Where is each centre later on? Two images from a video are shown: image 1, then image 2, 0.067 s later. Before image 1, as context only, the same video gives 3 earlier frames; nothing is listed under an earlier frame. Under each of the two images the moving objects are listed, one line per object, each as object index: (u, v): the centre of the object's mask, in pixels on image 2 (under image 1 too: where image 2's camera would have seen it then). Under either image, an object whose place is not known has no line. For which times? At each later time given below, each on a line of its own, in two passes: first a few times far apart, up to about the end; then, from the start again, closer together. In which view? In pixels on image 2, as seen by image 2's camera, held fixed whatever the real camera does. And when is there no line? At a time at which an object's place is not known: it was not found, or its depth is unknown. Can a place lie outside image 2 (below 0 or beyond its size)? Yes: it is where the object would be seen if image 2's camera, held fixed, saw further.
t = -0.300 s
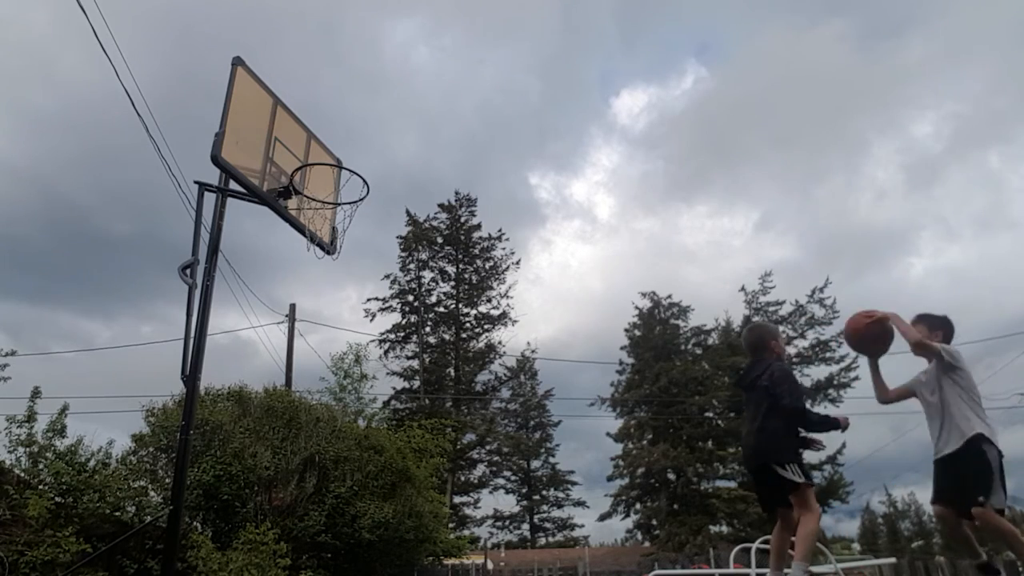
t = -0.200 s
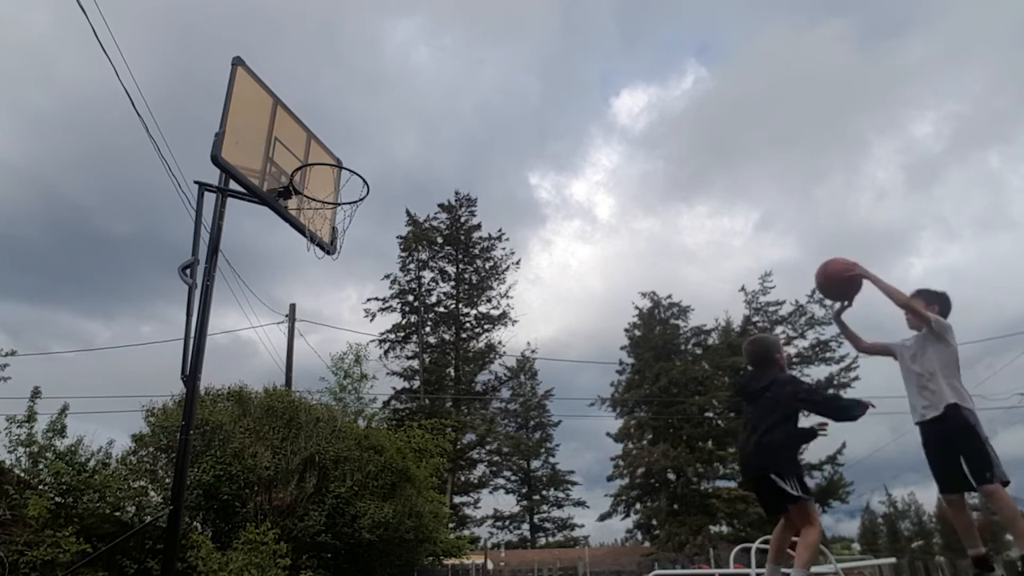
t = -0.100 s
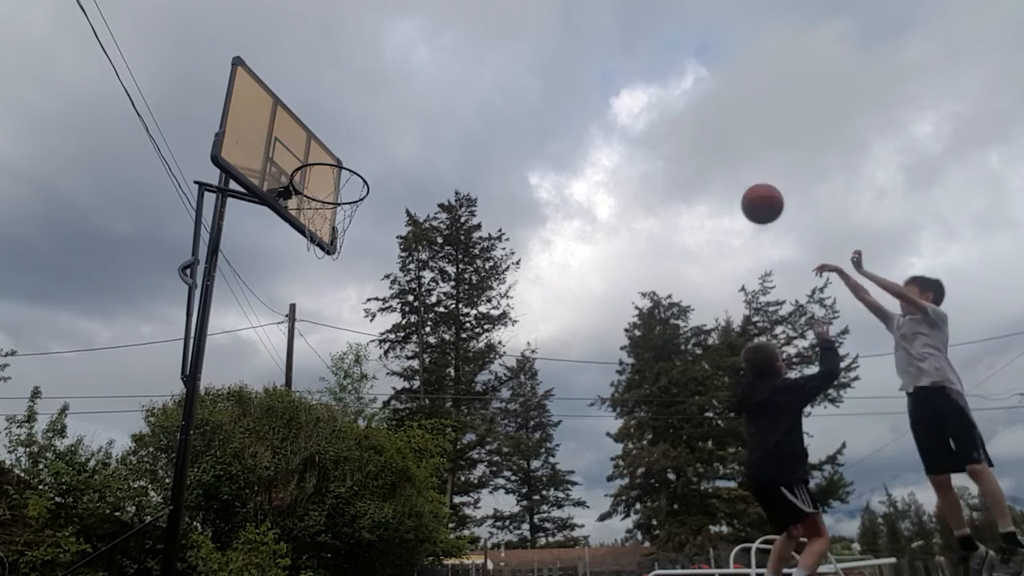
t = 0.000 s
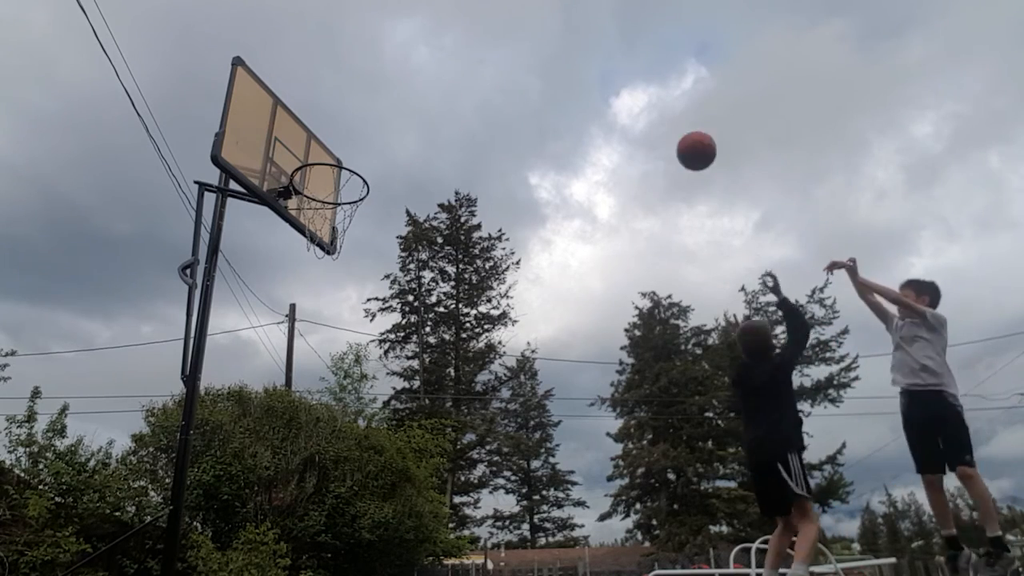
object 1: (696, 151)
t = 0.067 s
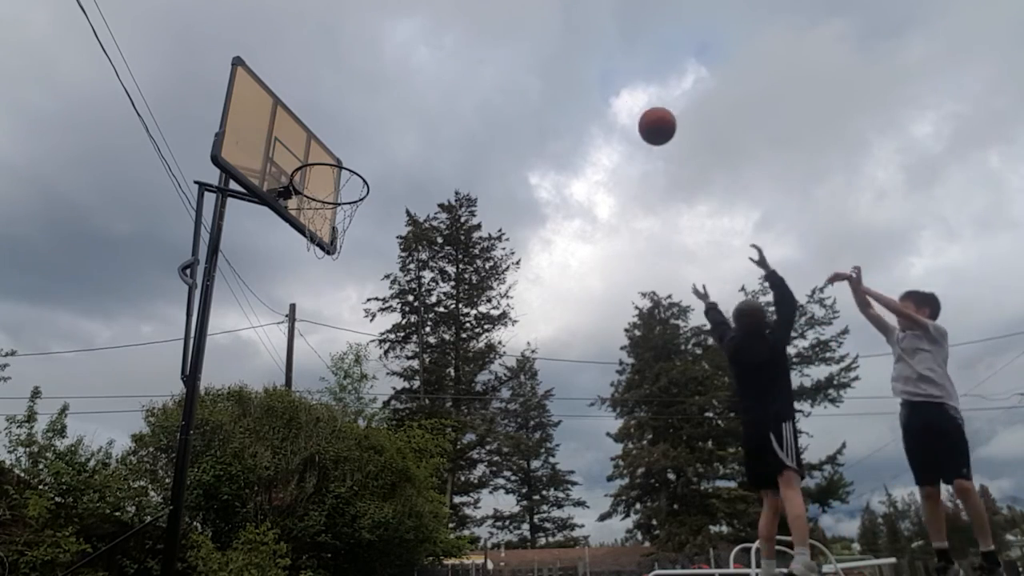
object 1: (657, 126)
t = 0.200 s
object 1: (587, 97)
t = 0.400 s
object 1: (493, 98)
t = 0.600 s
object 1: (407, 147)
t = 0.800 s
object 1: (345, 223)
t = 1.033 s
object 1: (375, 284)
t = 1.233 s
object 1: (411, 382)
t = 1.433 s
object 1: (444, 538)
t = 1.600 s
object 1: (469, 526)
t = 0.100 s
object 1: (639, 116)
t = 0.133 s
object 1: (621, 108)
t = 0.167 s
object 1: (603, 102)
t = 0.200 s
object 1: (587, 97)
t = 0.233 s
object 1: (570, 94)
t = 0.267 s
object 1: (554, 92)
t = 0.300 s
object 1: (539, 92)
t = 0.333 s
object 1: (523, 92)
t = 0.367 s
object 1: (508, 95)
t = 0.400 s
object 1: (493, 98)
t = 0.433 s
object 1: (479, 103)
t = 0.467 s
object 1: (464, 109)
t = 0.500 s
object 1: (450, 117)
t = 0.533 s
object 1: (435, 125)
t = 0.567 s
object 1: (421, 135)
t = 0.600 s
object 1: (407, 147)
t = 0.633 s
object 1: (392, 159)
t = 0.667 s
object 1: (378, 173)
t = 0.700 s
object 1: (363, 189)
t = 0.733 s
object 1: (353, 202)
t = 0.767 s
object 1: (348, 212)
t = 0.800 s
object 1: (345, 223)
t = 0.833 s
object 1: (340, 236)
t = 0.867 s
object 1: (345, 241)
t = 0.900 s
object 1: (351, 247)
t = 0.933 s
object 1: (357, 254)
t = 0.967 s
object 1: (364, 262)
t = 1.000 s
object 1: (370, 272)
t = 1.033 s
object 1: (375, 284)
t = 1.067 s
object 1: (382, 296)
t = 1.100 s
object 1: (388, 311)
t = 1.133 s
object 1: (394, 326)
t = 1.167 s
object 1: (399, 343)
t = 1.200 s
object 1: (405, 362)
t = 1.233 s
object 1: (411, 382)
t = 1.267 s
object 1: (416, 404)
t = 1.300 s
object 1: (422, 427)
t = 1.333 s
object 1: (428, 452)
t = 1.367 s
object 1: (433, 479)
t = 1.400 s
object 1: (439, 507)
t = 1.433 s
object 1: (444, 538)
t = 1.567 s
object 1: (465, 548)
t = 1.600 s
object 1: (469, 526)
